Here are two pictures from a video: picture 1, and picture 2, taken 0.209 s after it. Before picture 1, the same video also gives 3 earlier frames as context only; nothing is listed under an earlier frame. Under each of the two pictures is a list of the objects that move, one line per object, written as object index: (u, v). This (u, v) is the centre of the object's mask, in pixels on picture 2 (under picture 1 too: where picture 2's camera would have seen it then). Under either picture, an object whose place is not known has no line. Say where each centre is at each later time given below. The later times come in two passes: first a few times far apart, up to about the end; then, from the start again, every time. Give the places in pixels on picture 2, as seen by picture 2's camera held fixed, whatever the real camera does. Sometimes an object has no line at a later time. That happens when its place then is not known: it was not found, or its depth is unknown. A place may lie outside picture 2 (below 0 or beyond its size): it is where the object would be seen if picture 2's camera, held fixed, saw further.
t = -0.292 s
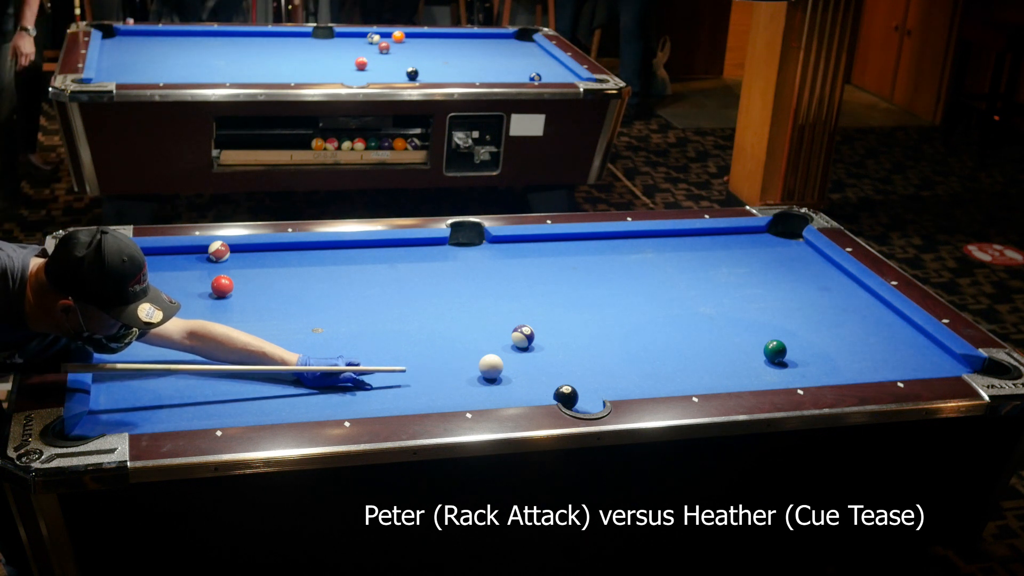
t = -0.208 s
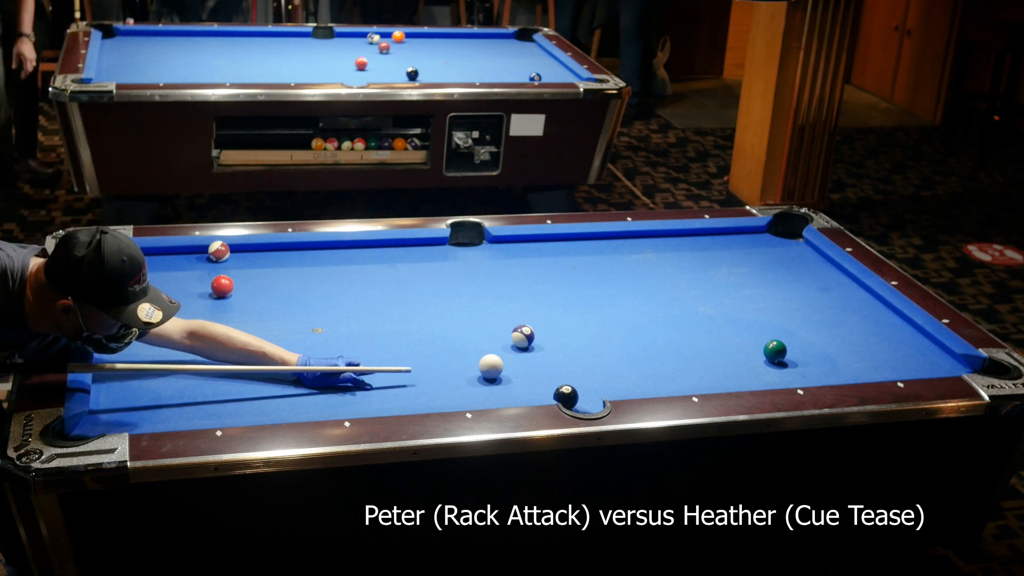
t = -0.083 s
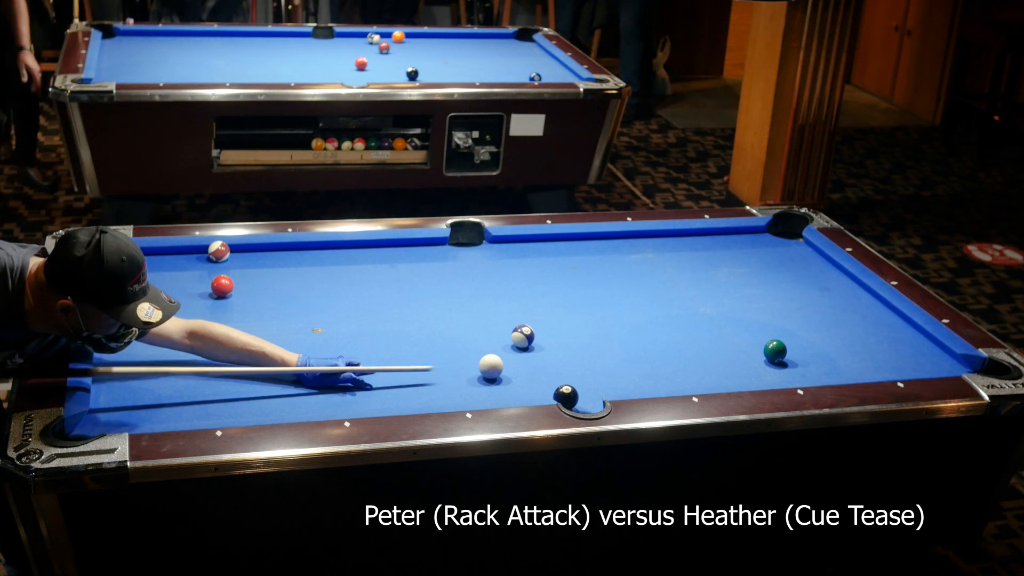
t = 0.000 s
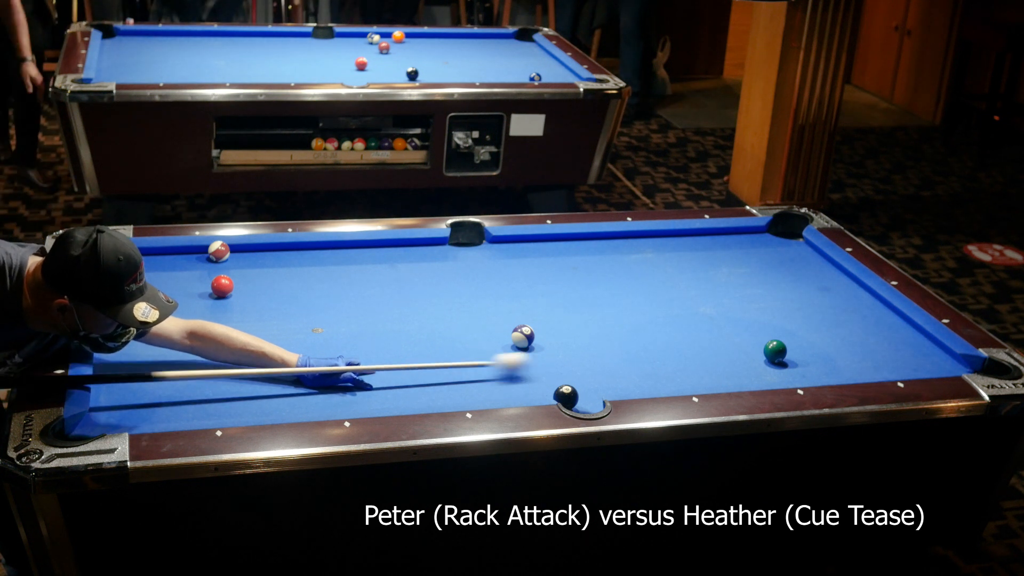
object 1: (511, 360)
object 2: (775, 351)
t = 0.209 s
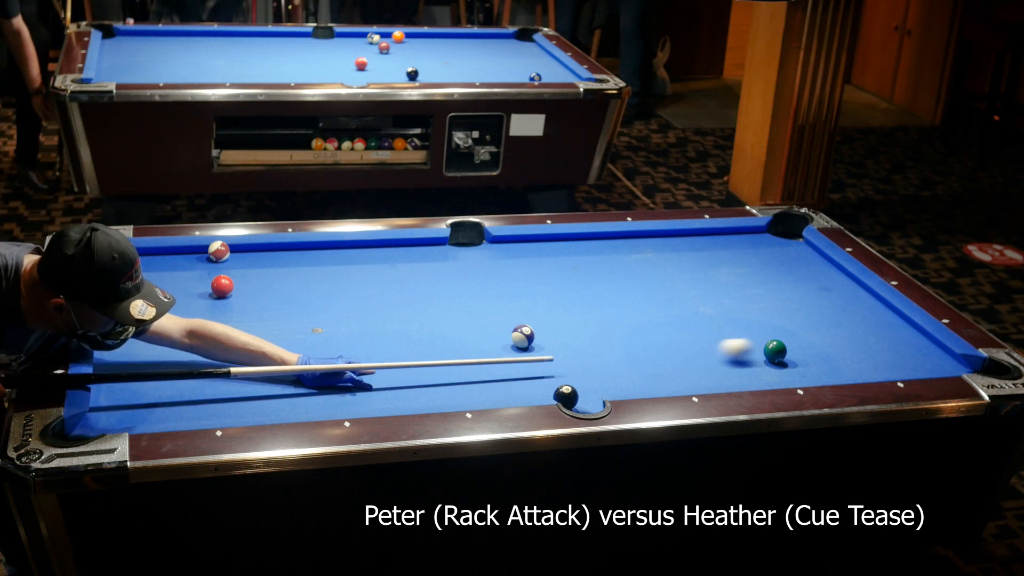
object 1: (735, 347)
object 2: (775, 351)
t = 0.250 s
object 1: (752, 346)
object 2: (796, 351)
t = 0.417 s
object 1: (768, 326)
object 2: (931, 360)
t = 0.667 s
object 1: (815, 302)
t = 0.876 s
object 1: (850, 284)
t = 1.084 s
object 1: (810, 275)
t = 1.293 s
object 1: (767, 266)
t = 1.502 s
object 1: (726, 259)
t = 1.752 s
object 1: (680, 250)
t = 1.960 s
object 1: (643, 244)
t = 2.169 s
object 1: (609, 237)
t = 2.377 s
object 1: (590, 240)
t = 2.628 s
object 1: (569, 246)
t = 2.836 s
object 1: (553, 250)
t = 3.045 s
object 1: (538, 254)
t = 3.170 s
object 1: (529, 256)
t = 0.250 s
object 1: (752, 346)
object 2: (796, 351)
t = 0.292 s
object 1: (753, 340)
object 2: (833, 353)
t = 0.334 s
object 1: (757, 336)
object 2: (867, 357)
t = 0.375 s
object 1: (762, 331)
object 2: (900, 360)
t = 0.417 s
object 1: (768, 326)
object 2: (931, 360)
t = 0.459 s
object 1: (776, 322)
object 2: (963, 363)
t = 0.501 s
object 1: (784, 318)
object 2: (981, 366)
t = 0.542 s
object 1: (792, 314)
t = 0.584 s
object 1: (800, 310)
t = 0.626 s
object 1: (808, 306)
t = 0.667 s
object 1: (815, 302)
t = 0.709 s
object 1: (823, 298)
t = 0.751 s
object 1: (830, 295)
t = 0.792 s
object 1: (837, 291)
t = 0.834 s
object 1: (844, 288)
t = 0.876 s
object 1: (850, 284)
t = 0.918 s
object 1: (848, 282)
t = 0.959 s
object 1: (838, 280)
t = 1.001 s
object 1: (829, 278)
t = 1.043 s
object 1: (820, 276)
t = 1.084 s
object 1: (810, 275)
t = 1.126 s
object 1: (802, 273)
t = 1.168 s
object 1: (793, 271)
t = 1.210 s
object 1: (784, 270)
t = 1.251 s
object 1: (775, 268)
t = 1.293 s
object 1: (767, 266)
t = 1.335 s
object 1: (759, 265)
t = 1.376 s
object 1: (750, 263)
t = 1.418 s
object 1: (742, 262)
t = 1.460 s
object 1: (734, 260)
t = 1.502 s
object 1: (726, 259)
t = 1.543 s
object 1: (718, 257)
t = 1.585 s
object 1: (710, 256)
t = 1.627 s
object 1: (703, 255)
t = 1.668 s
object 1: (695, 253)
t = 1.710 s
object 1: (687, 252)
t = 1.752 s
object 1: (680, 250)
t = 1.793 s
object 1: (672, 249)
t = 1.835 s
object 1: (665, 248)
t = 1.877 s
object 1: (658, 246)
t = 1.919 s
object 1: (651, 245)
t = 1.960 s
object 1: (643, 244)
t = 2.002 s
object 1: (636, 242)
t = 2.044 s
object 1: (630, 241)
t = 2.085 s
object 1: (623, 240)
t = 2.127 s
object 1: (616, 239)
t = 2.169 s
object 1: (609, 237)
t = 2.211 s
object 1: (604, 237)
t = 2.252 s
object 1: (600, 238)
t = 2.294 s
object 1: (597, 239)
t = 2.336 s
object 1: (593, 240)
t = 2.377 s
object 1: (590, 240)
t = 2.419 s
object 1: (586, 241)
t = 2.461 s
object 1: (583, 242)
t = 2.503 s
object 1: (579, 243)
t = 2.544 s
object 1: (576, 244)
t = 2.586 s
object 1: (573, 245)
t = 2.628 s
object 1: (569, 246)
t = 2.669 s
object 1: (566, 246)
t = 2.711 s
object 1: (563, 247)
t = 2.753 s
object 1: (559, 248)
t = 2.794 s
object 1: (556, 249)
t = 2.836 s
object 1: (553, 250)
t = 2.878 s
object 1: (550, 251)
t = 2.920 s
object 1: (547, 251)
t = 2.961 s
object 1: (544, 252)
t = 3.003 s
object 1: (541, 253)
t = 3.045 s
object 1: (538, 254)
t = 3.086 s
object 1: (535, 255)
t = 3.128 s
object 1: (532, 256)
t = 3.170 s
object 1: (529, 256)
